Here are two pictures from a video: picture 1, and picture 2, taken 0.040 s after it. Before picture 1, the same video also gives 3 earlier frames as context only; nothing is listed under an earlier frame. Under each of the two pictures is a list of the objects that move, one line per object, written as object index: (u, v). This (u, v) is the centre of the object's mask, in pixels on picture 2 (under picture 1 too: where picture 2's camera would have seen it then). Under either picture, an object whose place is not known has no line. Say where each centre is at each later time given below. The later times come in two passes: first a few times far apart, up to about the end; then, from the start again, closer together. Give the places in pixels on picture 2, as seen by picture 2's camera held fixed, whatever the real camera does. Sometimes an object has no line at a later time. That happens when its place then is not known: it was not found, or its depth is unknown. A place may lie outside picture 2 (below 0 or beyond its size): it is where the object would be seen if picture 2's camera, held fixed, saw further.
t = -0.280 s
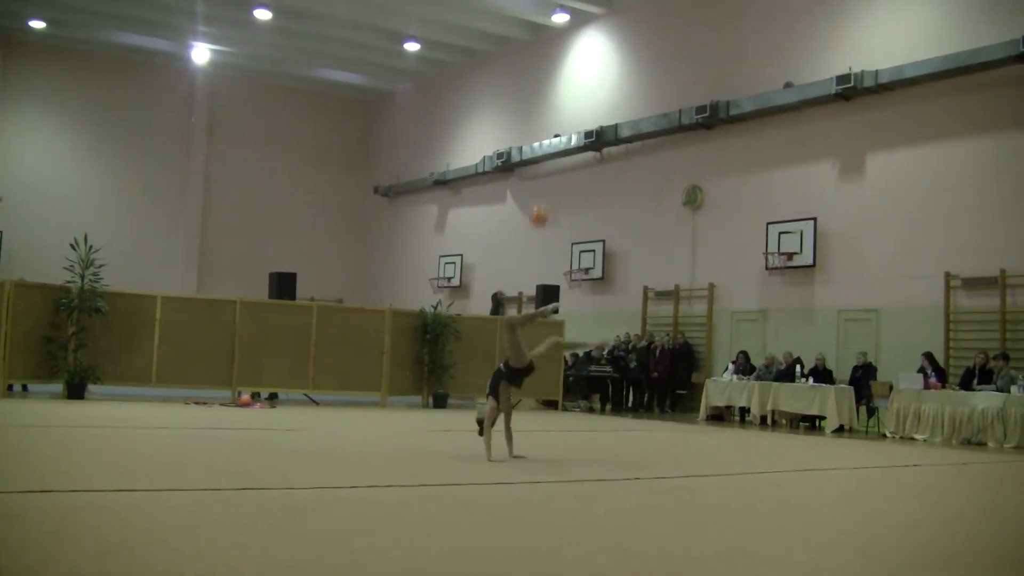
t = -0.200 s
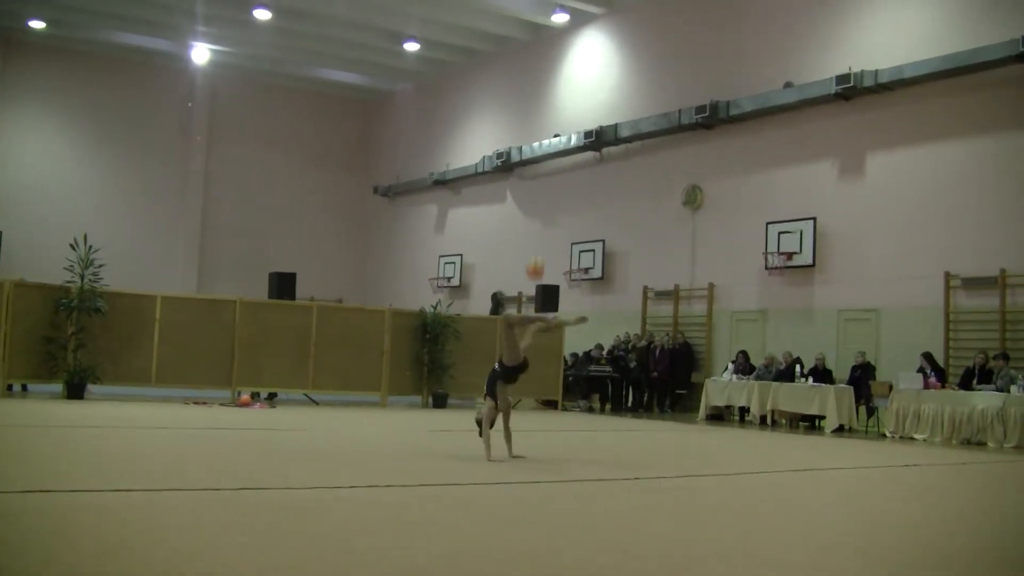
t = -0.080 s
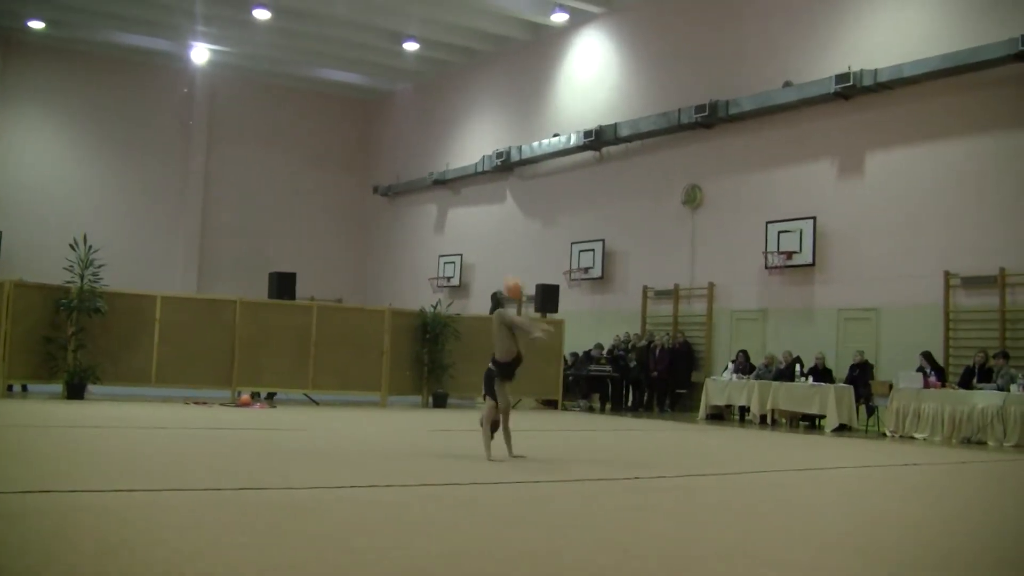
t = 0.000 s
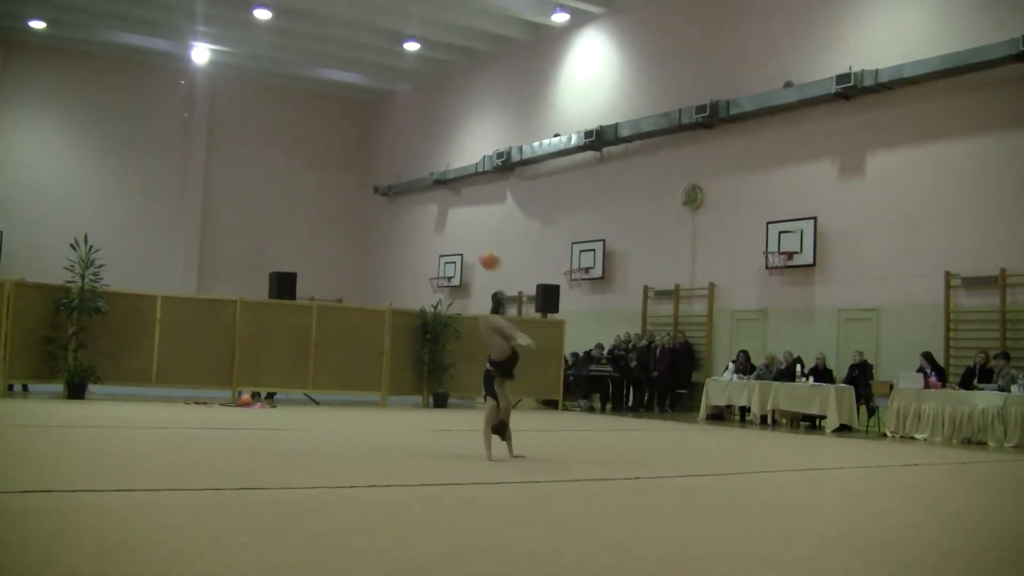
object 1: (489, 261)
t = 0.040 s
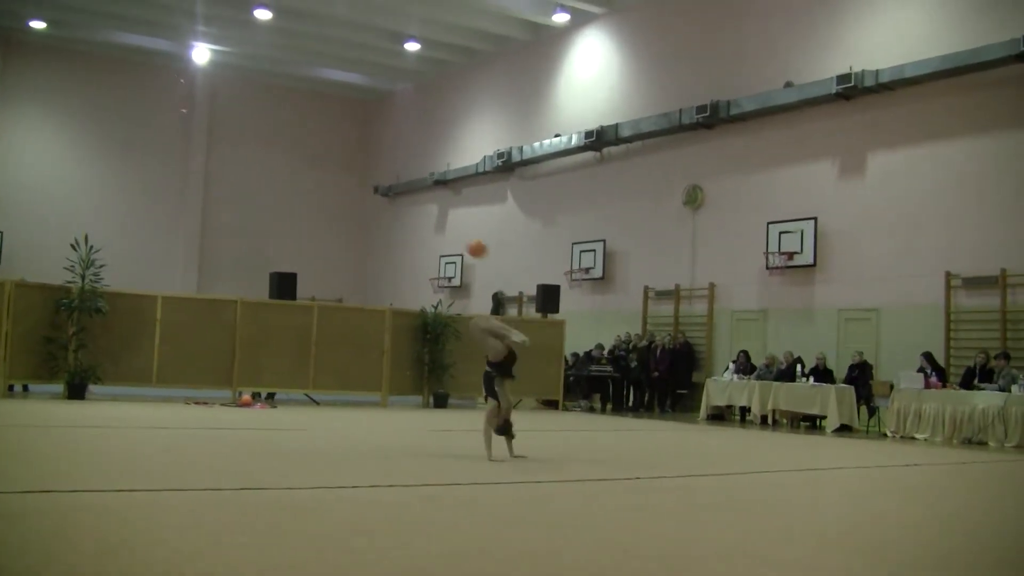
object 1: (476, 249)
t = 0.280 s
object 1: (389, 207)
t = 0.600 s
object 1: (247, 263)
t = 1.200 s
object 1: (-3, 321)
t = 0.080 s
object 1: (463, 237)
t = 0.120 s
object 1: (449, 228)
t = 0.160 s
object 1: (434, 220)
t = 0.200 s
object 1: (420, 214)
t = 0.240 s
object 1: (404, 210)
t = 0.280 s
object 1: (389, 207)
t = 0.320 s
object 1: (373, 206)
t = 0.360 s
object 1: (357, 208)
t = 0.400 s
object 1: (340, 211)
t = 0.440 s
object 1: (321, 218)
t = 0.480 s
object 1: (304, 225)
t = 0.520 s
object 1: (285, 236)
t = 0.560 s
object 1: (265, 248)
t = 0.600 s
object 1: (247, 263)
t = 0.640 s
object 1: (226, 282)
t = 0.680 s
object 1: (204, 301)
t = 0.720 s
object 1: (183, 326)
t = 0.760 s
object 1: (160, 351)
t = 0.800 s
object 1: (138, 381)
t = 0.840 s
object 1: (110, 418)
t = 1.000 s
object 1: (50, 410)
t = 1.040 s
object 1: (41, 386)
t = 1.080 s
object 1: (30, 366)
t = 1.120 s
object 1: (20, 348)
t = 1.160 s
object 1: (8, 334)
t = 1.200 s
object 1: (-3, 321)
